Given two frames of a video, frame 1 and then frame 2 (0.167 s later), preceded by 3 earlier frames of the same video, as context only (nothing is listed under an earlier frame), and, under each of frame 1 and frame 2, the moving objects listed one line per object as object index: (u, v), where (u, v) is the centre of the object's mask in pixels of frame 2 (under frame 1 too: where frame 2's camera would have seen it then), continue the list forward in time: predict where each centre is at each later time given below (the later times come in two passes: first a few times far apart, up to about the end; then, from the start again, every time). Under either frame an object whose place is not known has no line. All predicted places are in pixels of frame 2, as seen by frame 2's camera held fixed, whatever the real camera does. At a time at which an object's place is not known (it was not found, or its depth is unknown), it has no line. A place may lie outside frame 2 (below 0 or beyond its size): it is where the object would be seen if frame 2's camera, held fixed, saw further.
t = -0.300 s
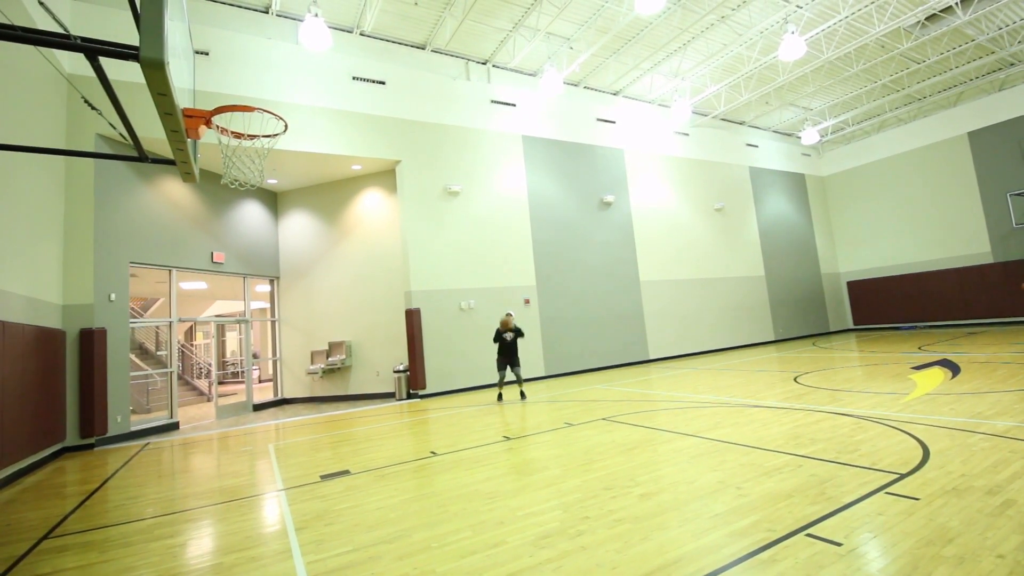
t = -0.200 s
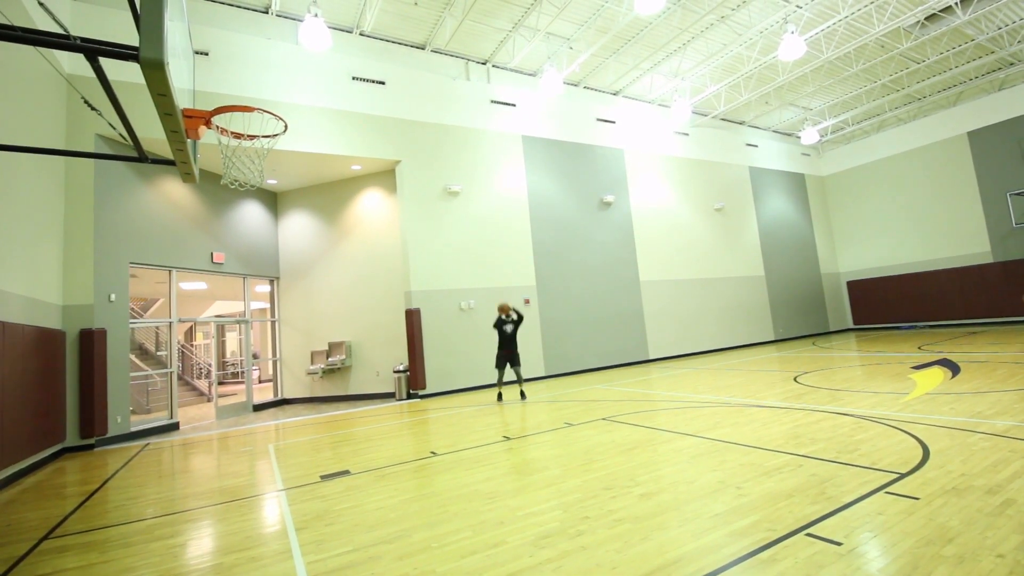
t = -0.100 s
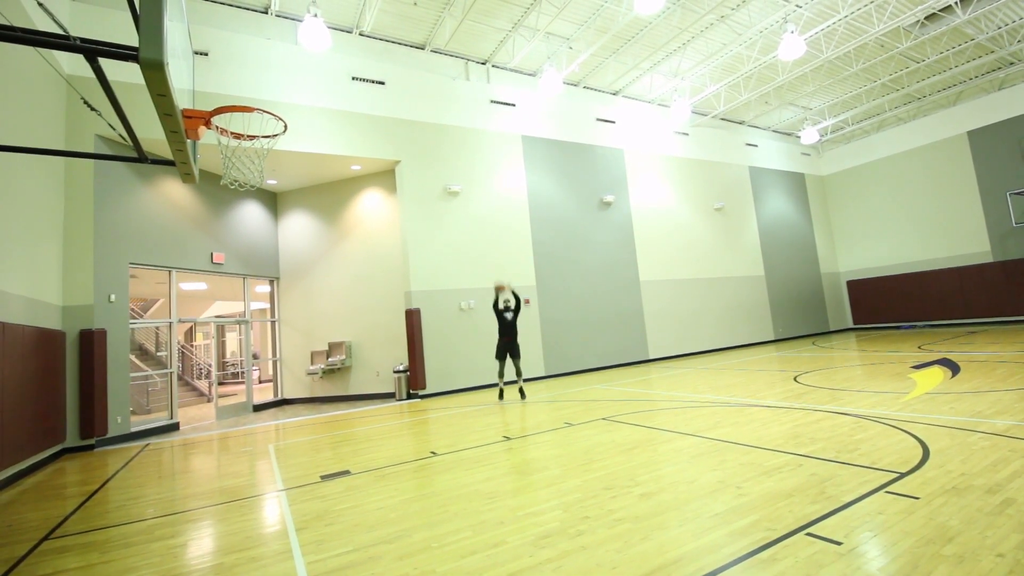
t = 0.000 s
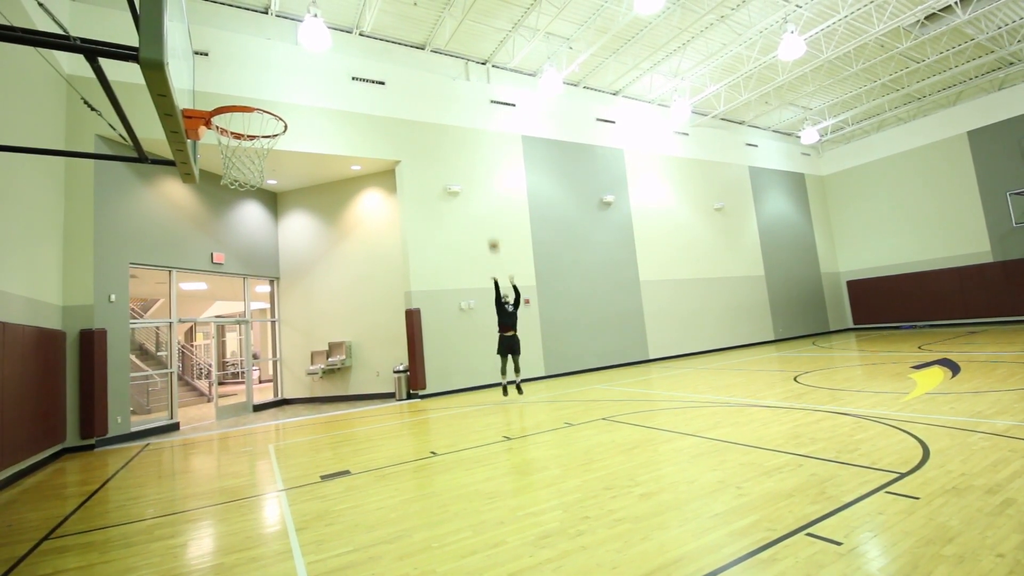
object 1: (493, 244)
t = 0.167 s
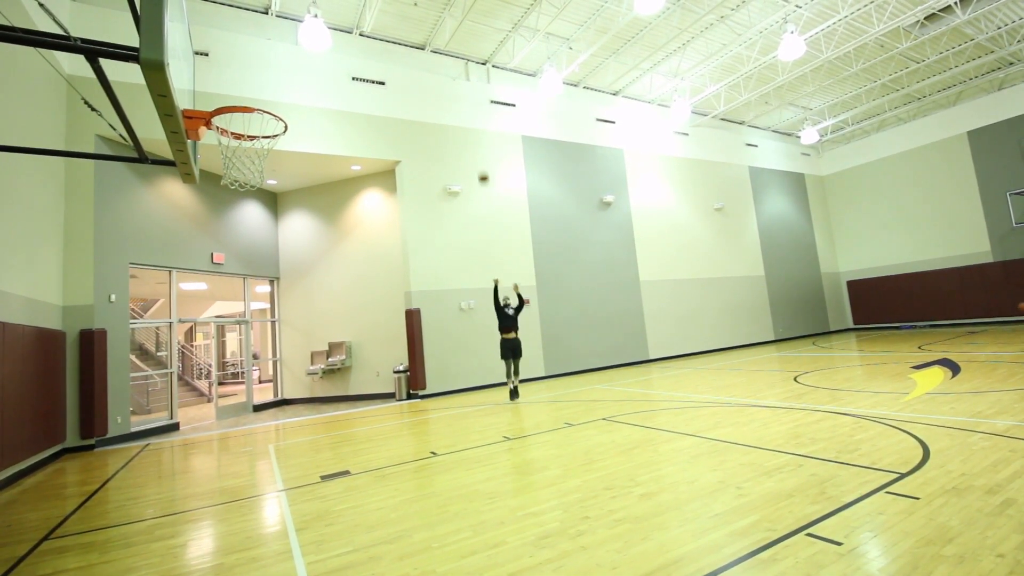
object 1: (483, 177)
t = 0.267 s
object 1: (478, 141)
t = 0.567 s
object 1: (462, 61)
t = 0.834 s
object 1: (450, 20)
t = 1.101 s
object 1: (441, 16)
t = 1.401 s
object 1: (432, 70)
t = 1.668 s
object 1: (428, 193)
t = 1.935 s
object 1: (430, 432)
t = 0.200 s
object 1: (481, 164)
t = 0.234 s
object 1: (479, 153)
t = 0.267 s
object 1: (478, 141)
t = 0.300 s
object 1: (476, 131)
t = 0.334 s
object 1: (474, 120)
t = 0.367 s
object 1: (472, 110)
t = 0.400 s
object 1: (470, 101)
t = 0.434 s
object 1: (469, 92)
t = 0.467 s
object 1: (467, 83)
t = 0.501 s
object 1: (465, 75)
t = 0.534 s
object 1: (464, 68)
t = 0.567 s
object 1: (462, 61)
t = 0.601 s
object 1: (461, 54)
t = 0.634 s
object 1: (459, 48)
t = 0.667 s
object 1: (458, 42)
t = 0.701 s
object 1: (456, 36)
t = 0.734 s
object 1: (455, 31)
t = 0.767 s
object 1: (453, 27)
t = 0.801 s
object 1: (452, 24)
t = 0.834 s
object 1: (450, 20)
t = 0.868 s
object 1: (449, 18)
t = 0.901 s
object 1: (448, 16)
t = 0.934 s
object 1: (446, 14)
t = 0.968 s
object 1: (445, 14)
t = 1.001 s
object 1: (444, 13)
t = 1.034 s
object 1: (443, 14)
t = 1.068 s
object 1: (442, 15)
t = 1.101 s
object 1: (441, 16)
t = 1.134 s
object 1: (439, 19)
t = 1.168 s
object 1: (439, 23)
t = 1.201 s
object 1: (438, 27)
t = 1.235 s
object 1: (437, 32)
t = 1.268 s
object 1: (436, 38)
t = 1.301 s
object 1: (435, 44)
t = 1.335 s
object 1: (434, 52)
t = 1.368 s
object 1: (433, 61)
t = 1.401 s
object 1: (432, 70)
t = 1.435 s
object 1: (431, 82)
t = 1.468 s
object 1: (430, 93)
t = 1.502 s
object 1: (430, 106)
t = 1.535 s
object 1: (429, 121)
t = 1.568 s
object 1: (429, 137)
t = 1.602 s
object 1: (428, 154)
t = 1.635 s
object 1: (428, 173)
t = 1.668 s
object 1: (428, 193)
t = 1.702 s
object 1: (428, 215)
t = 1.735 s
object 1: (427, 239)
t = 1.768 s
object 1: (427, 266)
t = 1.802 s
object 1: (427, 295)
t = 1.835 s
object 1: (429, 323)
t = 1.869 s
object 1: (431, 355)
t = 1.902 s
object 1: (431, 388)
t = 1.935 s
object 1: (430, 432)
